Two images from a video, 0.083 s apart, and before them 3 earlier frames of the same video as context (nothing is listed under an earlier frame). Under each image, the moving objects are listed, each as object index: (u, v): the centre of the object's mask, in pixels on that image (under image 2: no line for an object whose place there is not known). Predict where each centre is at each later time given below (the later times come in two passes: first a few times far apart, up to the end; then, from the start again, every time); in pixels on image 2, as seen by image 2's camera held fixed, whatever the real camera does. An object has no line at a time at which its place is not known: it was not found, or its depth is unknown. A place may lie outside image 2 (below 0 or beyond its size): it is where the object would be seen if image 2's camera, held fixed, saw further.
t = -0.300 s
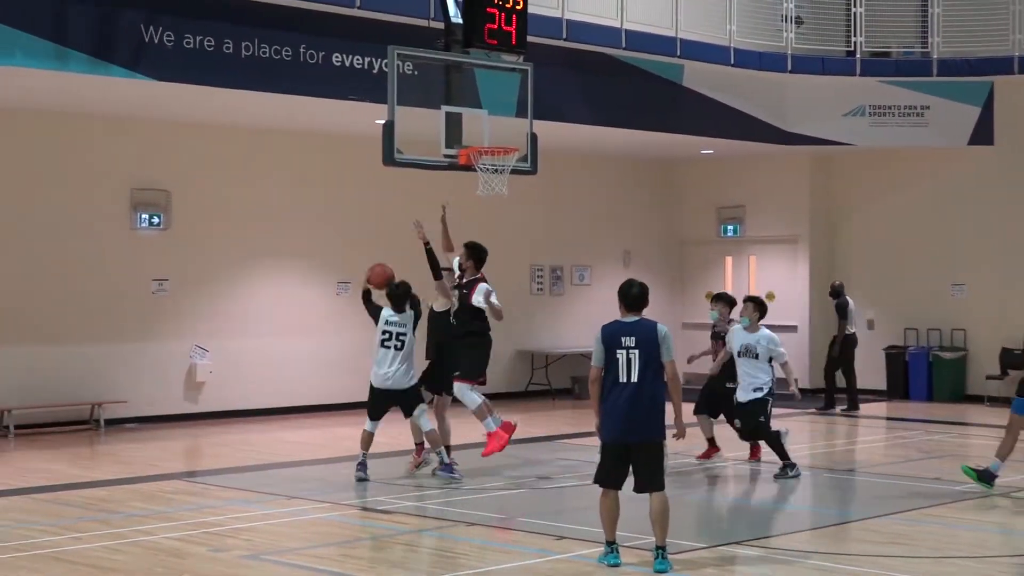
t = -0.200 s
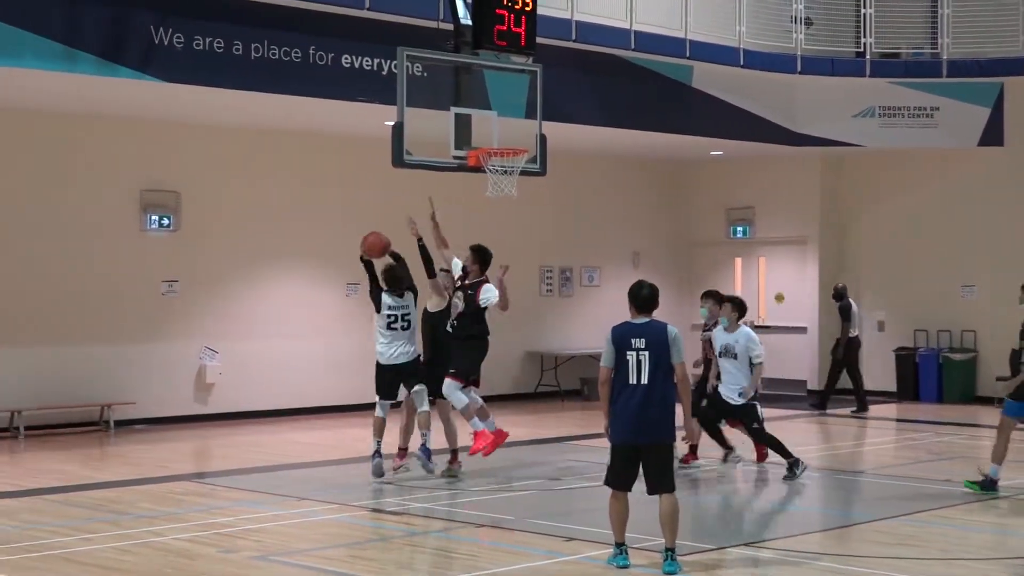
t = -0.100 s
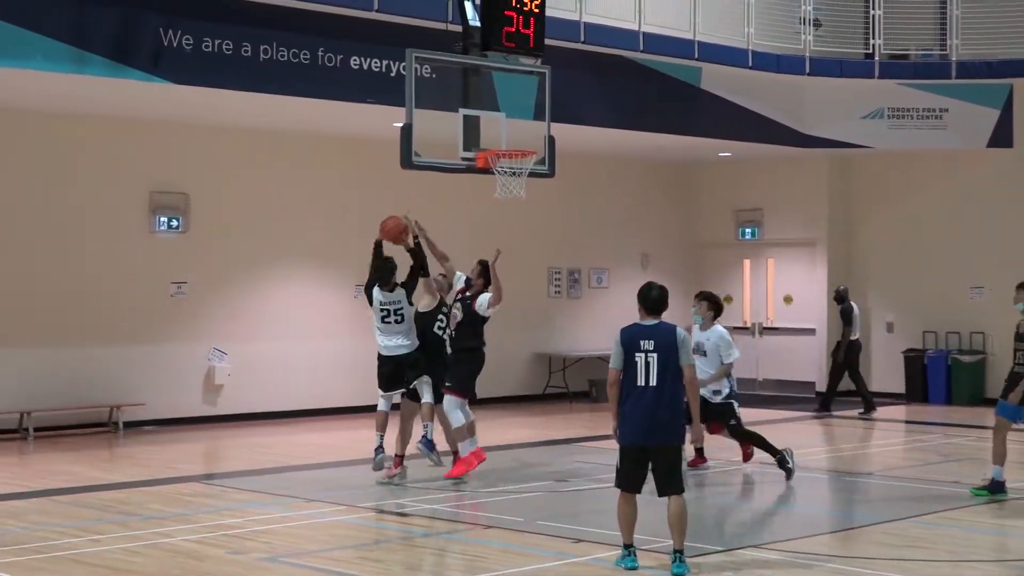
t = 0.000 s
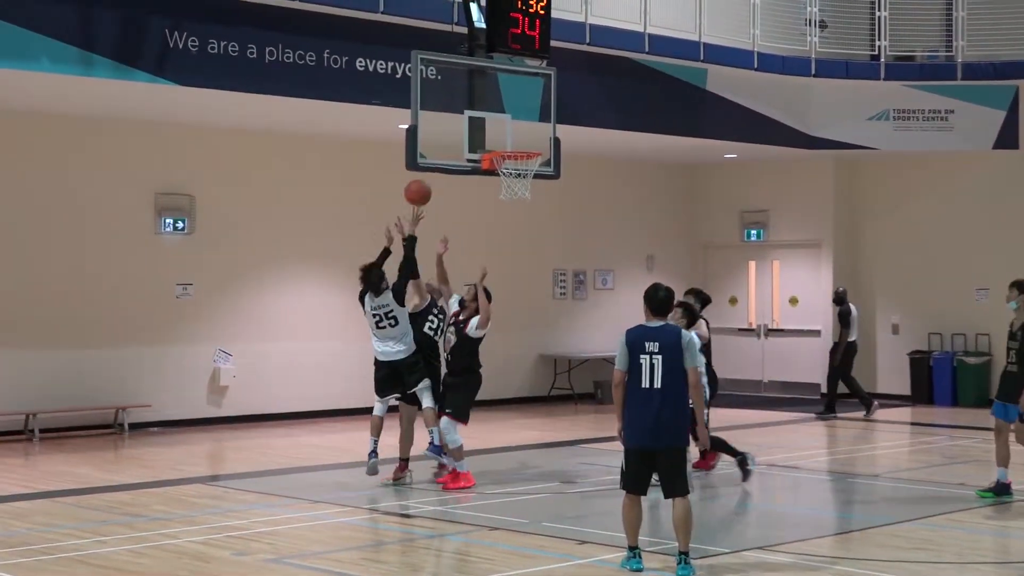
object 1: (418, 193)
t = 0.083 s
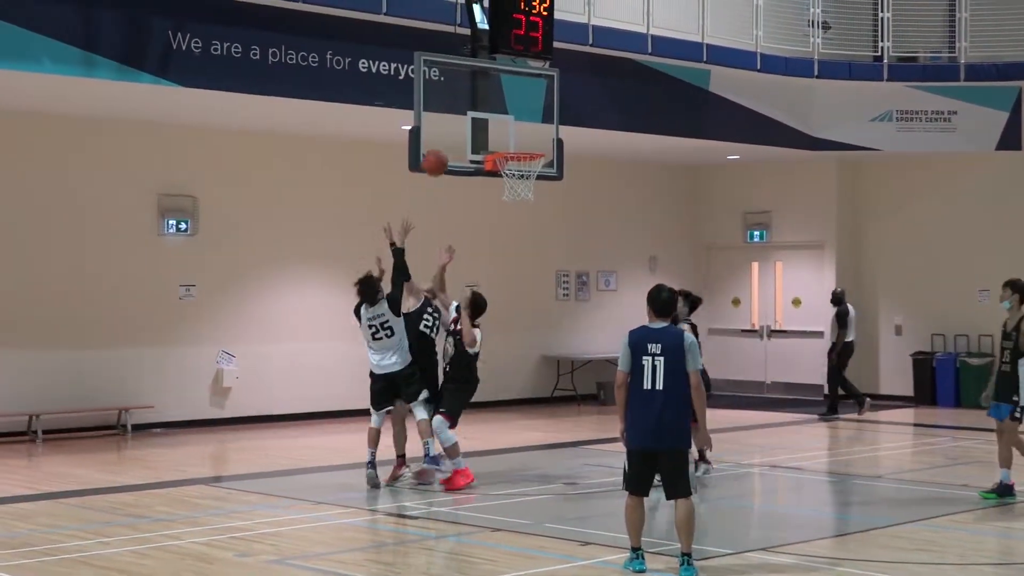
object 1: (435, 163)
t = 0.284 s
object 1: (465, 122)
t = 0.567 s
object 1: (517, 142)
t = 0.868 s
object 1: (569, 151)
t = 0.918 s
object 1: (578, 161)
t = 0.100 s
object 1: (437, 158)
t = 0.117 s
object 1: (440, 153)
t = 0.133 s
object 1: (443, 148)
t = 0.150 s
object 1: (445, 145)
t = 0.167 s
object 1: (448, 141)
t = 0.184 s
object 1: (451, 137)
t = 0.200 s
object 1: (453, 134)
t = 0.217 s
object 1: (456, 131)
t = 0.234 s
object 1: (458, 128)
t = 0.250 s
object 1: (461, 126)
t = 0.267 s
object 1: (463, 124)
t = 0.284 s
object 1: (465, 122)
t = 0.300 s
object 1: (467, 121)
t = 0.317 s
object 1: (471, 120)
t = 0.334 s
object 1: (473, 118)
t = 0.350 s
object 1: (476, 118)
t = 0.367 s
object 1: (478, 118)
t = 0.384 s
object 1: (481, 118)
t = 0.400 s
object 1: (483, 119)
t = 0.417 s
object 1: (486, 120)
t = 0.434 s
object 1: (489, 121)
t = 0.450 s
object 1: (492, 123)
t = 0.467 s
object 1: (496, 125)
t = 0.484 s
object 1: (499, 127)
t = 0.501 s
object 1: (503, 130)
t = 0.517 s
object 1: (507, 133)
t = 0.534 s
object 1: (510, 136)
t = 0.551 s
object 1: (513, 140)
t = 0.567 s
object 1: (517, 142)
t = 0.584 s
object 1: (520, 143)
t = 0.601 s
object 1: (522, 142)
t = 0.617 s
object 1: (525, 141)
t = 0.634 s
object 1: (528, 140)
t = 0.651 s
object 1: (531, 139)
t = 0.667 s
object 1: (534, 139)
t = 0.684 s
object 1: (537, 138)
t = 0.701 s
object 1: (540, 138)
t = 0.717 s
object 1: (542, 138)
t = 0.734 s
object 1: (546, 138)
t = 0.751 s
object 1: (548, 139)
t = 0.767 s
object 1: (551, 139)
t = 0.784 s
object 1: (554, 140)
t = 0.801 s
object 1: (557, 142)
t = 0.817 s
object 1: (560, 144)
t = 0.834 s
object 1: (563, 146)
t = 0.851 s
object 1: (566, 148)
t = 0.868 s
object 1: (569, 151)
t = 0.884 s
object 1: (572, 154)
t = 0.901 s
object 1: (576, 157)
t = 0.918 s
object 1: (578, 161)
